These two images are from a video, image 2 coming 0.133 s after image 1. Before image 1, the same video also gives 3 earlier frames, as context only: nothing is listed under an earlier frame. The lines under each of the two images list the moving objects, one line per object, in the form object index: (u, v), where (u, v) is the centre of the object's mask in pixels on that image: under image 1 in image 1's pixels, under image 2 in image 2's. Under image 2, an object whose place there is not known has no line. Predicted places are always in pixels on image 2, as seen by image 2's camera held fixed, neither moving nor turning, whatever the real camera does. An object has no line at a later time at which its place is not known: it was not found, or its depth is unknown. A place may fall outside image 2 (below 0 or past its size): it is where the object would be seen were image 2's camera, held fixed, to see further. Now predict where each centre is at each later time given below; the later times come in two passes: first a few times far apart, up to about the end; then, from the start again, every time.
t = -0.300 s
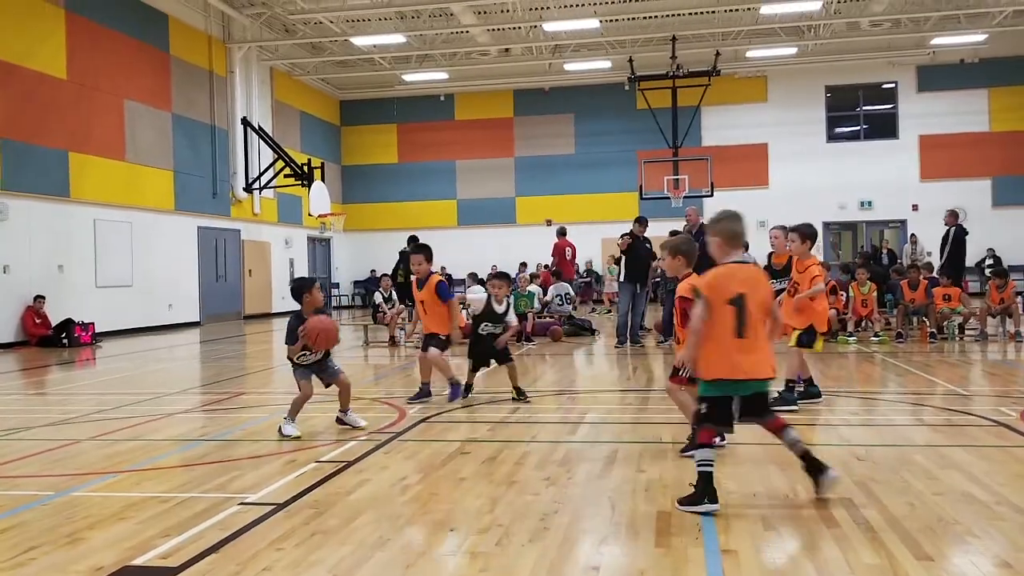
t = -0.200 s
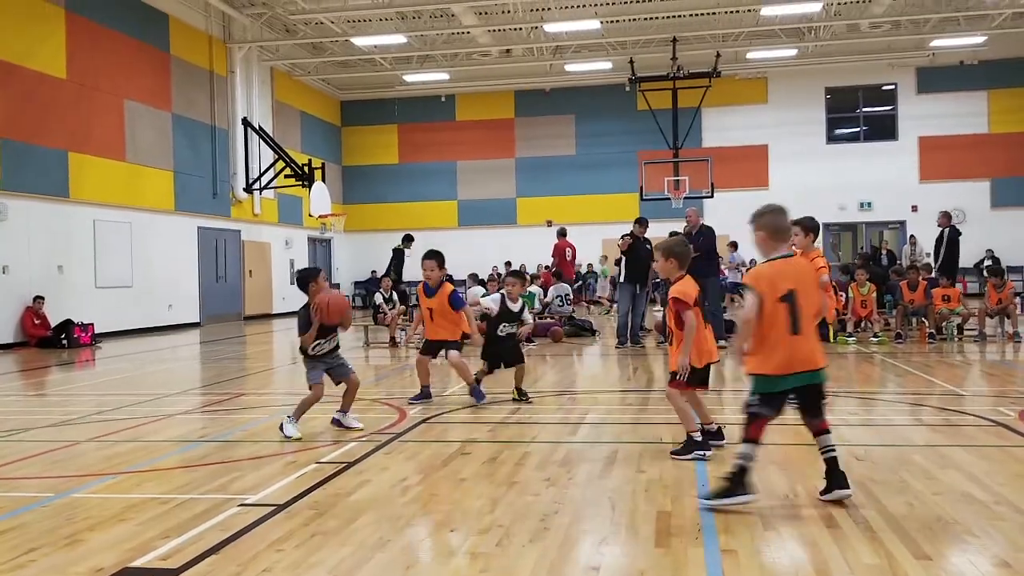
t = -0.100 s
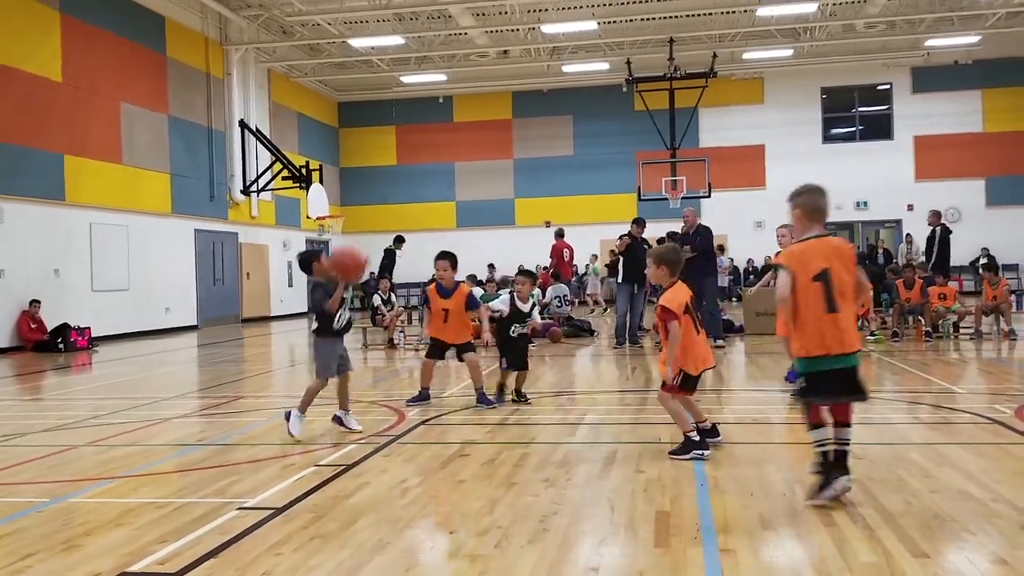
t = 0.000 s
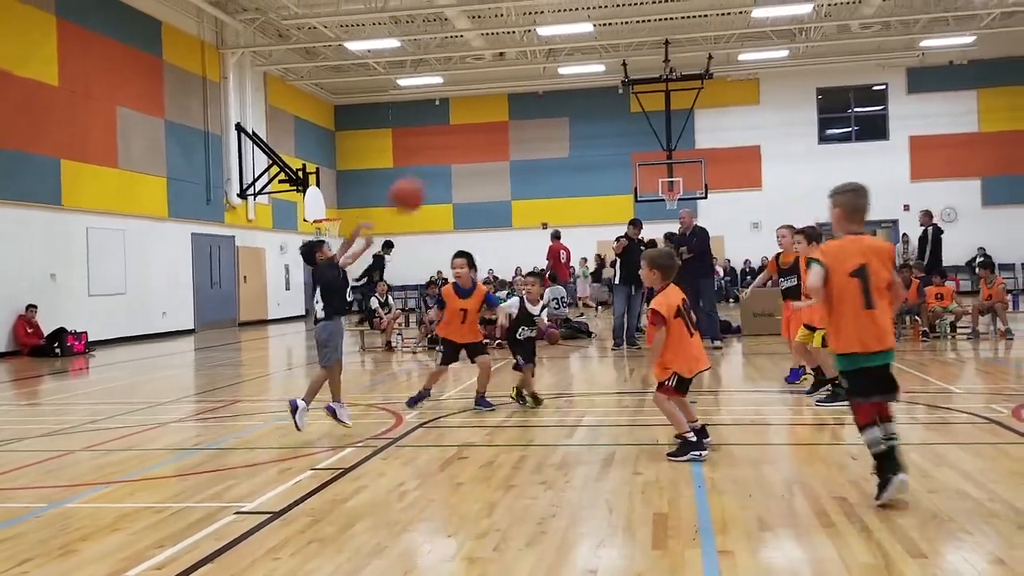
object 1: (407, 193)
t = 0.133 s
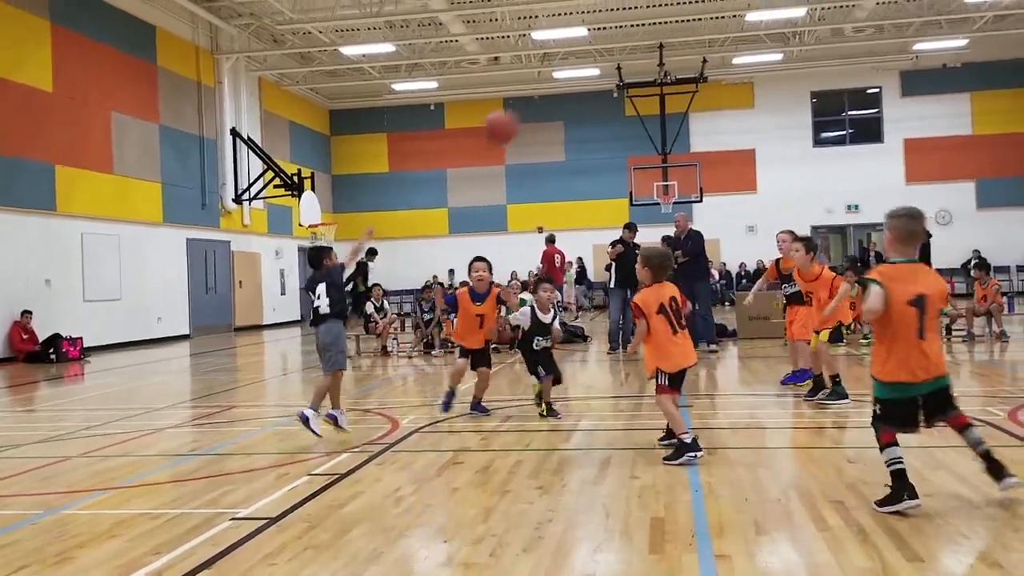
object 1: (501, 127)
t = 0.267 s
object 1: (597, 86)
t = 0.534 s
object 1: (780, 75)
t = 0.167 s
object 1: (523, 113)
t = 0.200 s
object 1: (549, 101)
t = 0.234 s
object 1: (573, 93)
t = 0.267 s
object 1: (597, 86)
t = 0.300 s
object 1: (619, 77)
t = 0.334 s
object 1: (643, 72)
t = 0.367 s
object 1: (666, 69)
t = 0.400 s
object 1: (689, 67)
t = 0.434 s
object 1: (712, 66)
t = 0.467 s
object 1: (736, 69)
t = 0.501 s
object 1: (758, 72)
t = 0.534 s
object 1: (780, 75)
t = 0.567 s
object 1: (804, 80)
